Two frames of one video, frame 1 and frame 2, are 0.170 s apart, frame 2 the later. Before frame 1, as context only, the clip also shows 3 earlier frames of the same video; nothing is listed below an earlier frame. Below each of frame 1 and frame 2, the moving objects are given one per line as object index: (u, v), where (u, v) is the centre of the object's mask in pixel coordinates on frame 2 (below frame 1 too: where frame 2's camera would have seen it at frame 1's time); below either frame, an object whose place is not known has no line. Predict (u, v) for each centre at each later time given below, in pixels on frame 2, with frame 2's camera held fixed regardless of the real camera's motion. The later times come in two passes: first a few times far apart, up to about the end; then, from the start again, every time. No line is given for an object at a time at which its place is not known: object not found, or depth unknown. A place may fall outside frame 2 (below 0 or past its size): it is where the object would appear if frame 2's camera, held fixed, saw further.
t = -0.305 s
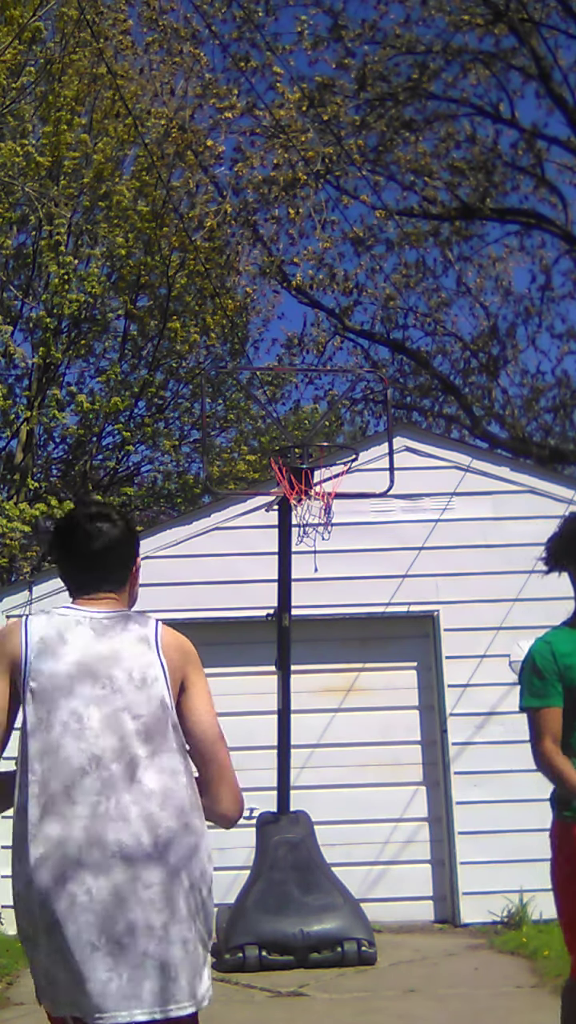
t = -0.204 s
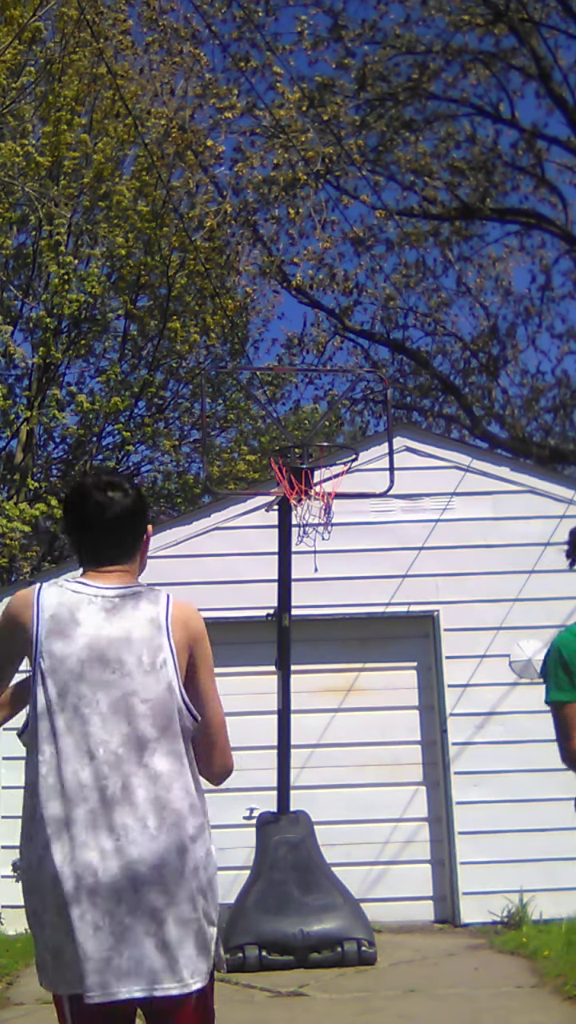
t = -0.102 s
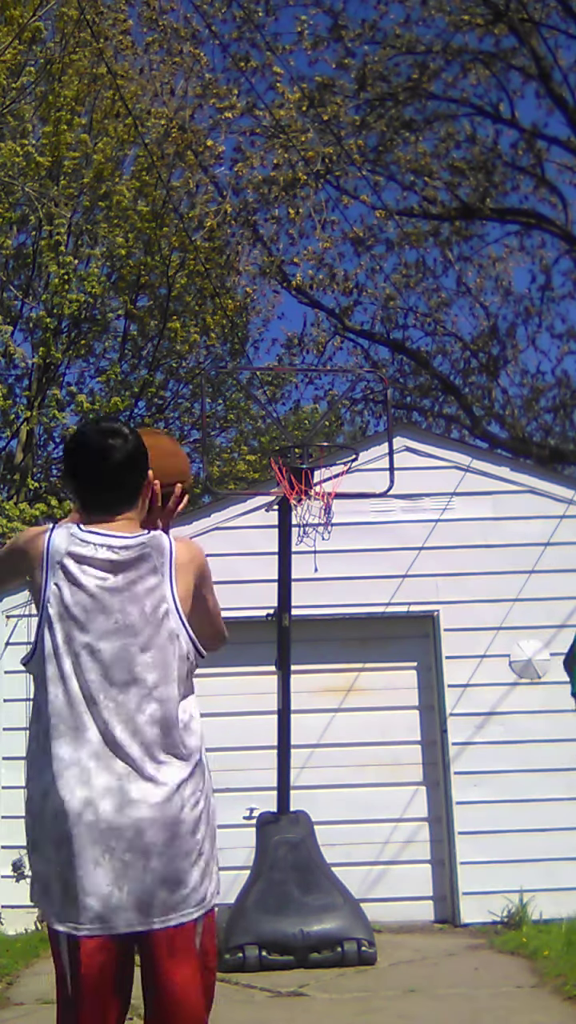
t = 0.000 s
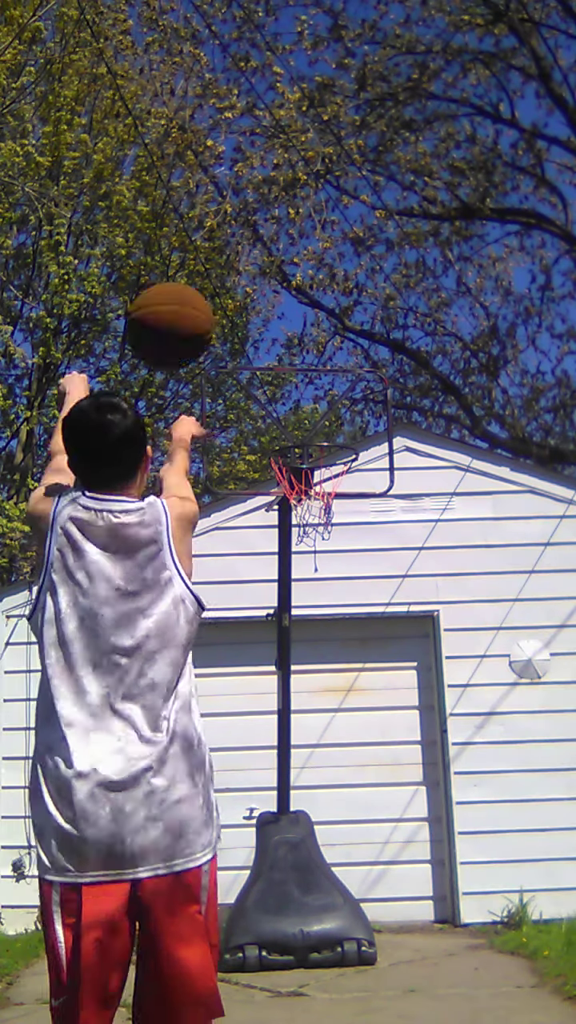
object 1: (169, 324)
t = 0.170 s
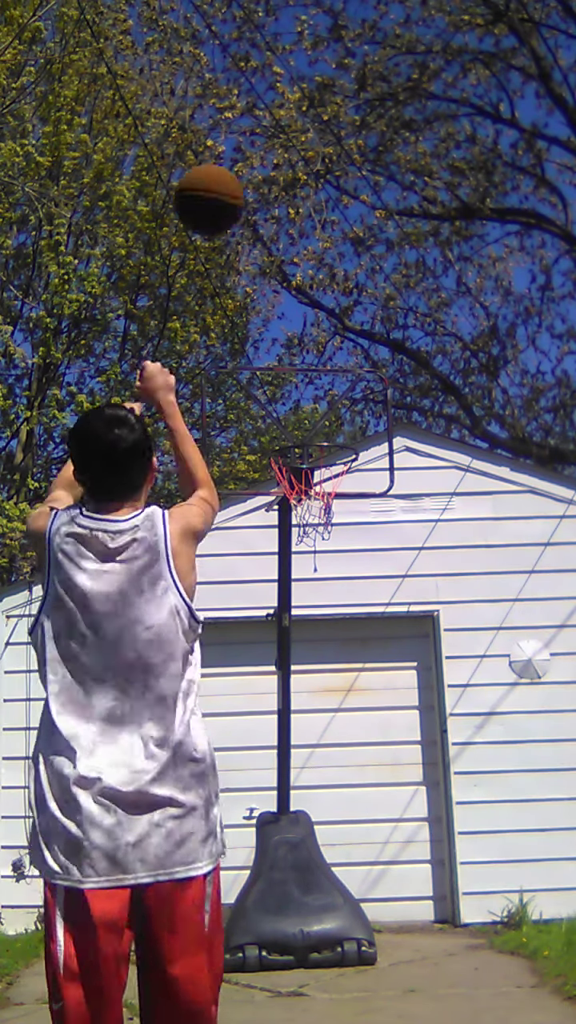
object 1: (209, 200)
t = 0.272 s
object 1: (226, 178)
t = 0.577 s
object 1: (268, 245)
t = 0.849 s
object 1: (298, 408)
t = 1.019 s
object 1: (284, 387)
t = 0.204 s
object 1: (215, 189)
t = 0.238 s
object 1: (221, 181)
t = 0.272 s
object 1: (226, 178)
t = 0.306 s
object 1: (231, 176)
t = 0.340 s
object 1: (237, 178)
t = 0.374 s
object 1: (242, 181)
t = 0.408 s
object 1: (247, 187)
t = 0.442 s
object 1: (252, 196)
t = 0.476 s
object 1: (256, 205)
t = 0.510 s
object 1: (259, 217)
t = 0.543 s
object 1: (264, 231)
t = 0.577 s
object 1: (268, 245)
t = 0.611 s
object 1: (272, 261)
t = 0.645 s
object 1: (276, 279)
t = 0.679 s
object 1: (280, 297)
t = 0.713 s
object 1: (284, 317)
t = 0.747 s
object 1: (287, 339)
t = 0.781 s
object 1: (291, 360)
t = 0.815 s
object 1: (294, 384)
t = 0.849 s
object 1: (298, 408)
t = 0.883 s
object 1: (299, 413)
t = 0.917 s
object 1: (296, 403)
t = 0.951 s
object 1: (292, 396)
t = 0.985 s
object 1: (287, 391)
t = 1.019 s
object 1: (284, 387)
